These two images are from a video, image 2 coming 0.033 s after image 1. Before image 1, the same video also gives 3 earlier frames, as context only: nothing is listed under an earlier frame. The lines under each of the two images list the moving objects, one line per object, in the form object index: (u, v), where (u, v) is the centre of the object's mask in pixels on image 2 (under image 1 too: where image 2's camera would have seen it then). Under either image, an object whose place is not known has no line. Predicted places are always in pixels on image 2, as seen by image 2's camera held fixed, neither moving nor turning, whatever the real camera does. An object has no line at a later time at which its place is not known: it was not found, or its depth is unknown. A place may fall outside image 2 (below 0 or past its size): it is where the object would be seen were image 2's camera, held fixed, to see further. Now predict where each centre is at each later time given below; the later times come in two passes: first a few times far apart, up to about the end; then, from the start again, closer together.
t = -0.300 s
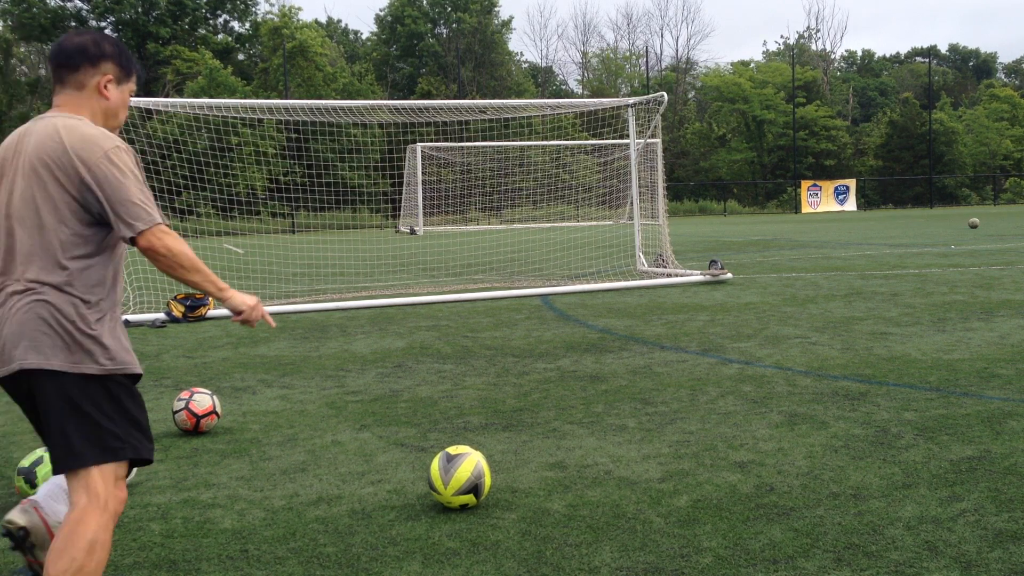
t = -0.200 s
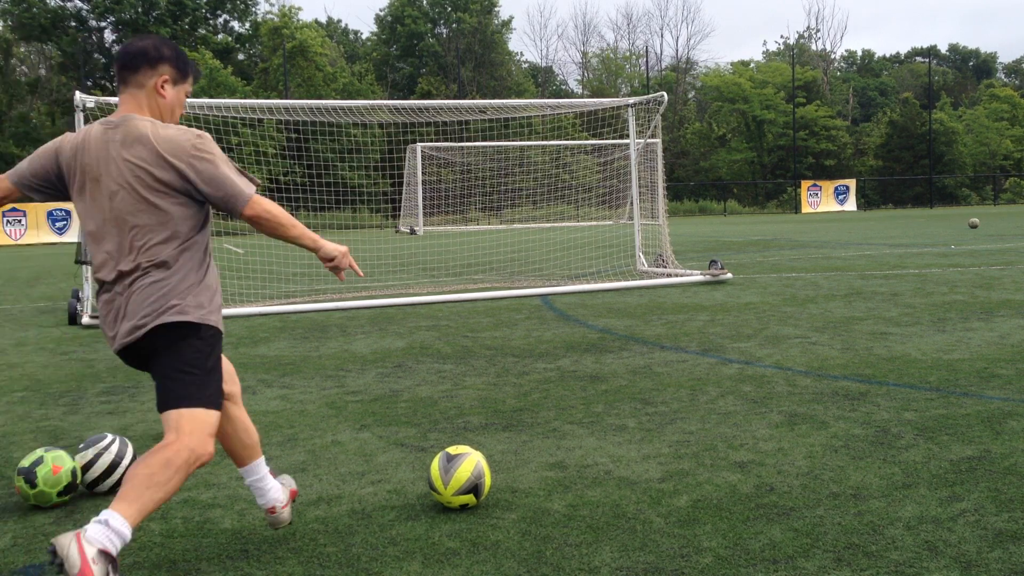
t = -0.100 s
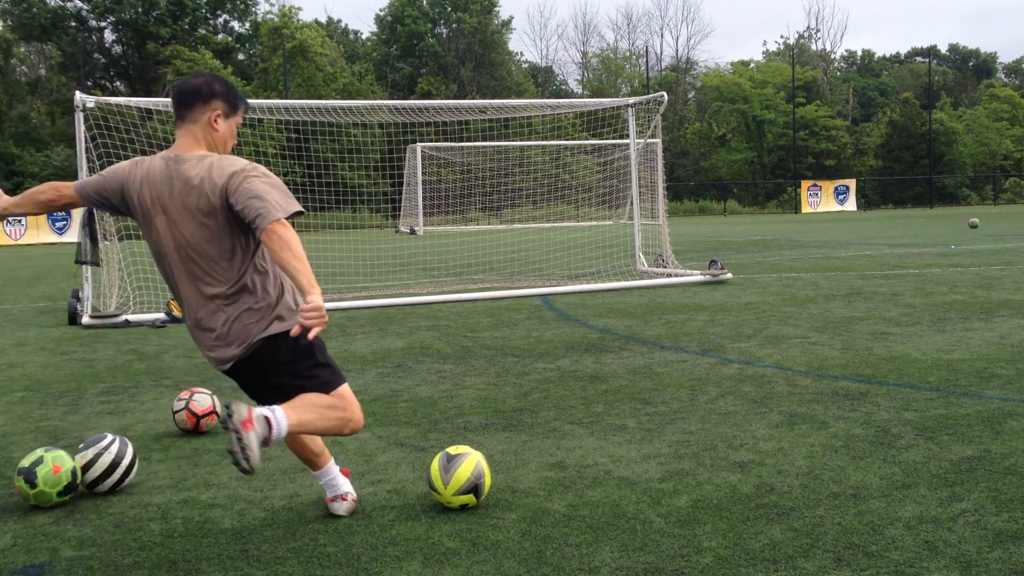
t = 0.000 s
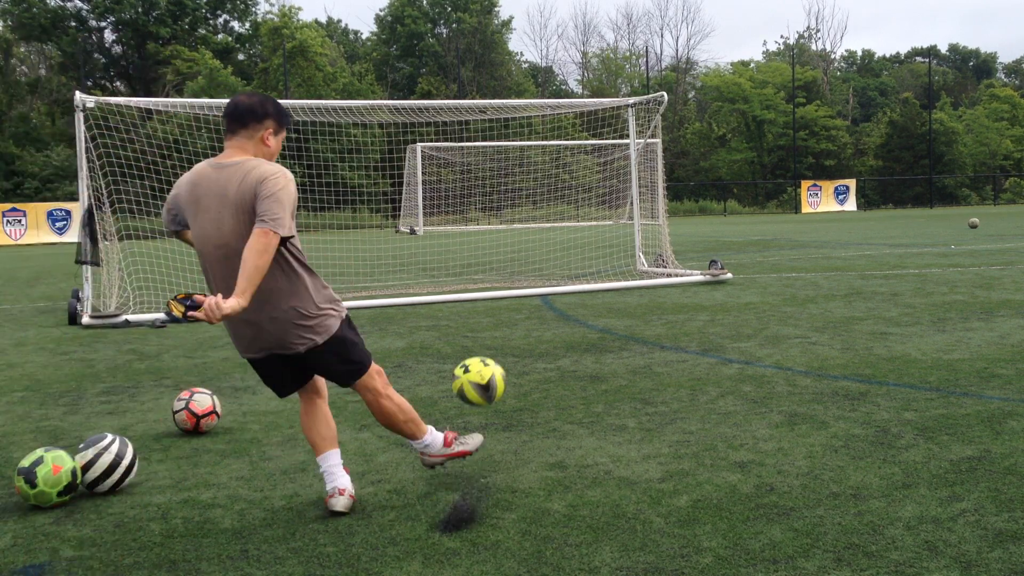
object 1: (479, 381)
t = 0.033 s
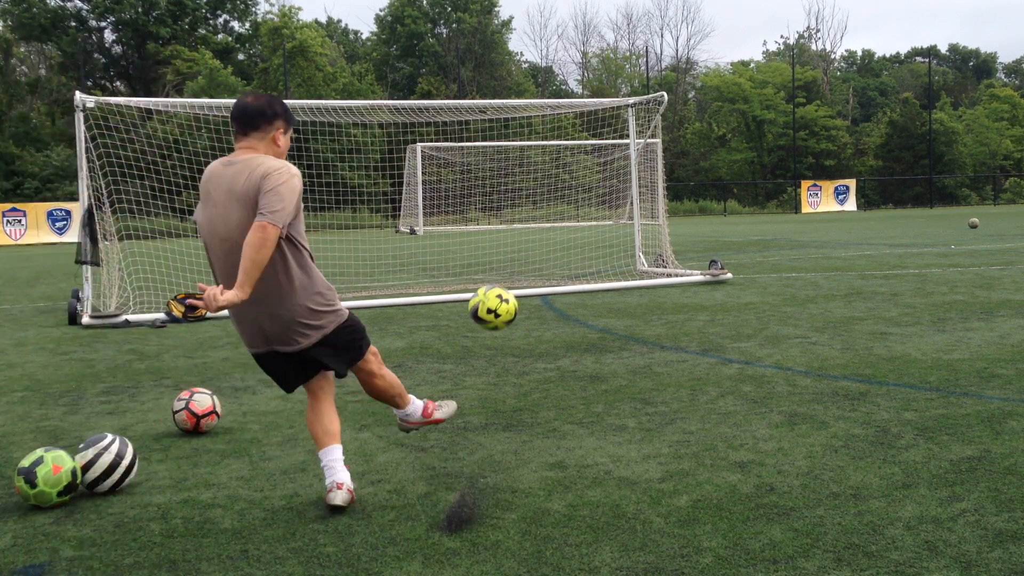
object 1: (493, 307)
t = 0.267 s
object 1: (534, 69)
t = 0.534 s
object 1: (539, 7)
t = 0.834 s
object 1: (535, 9)
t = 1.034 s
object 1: (530, 31)
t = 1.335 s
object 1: (520, 80)
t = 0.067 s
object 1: (504, 249)
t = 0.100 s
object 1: (513, 202)
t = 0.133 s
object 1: (519, 163)
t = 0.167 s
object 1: (524, 132)
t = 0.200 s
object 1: (528, 107)
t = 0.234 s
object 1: (531, 86)
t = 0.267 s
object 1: (534, 69)
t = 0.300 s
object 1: (535, 55)
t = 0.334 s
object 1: (537, 42)
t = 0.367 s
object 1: (538, 33)
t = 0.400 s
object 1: (539, 24)
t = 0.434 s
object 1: (539, 18)
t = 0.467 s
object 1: (539, 13)
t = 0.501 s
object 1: (539, 9)
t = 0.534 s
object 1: (539, 7)
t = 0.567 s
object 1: (539, 5)
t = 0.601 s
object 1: (539, 4)
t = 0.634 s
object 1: (538, 4)
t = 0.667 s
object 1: (538, 4)
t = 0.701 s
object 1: (538, 4)
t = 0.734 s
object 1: (537, 4)
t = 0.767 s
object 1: (537, 5)
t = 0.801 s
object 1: (536, 6)
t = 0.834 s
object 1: (535, 9)
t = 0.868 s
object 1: (534, 11)
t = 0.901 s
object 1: (534, 14)
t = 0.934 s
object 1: (533, 18)
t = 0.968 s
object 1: (532, 22)
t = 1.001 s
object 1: (531, 27)
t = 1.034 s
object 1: (530, 31)
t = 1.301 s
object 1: (521, 73)
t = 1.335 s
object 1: (520, 80)
